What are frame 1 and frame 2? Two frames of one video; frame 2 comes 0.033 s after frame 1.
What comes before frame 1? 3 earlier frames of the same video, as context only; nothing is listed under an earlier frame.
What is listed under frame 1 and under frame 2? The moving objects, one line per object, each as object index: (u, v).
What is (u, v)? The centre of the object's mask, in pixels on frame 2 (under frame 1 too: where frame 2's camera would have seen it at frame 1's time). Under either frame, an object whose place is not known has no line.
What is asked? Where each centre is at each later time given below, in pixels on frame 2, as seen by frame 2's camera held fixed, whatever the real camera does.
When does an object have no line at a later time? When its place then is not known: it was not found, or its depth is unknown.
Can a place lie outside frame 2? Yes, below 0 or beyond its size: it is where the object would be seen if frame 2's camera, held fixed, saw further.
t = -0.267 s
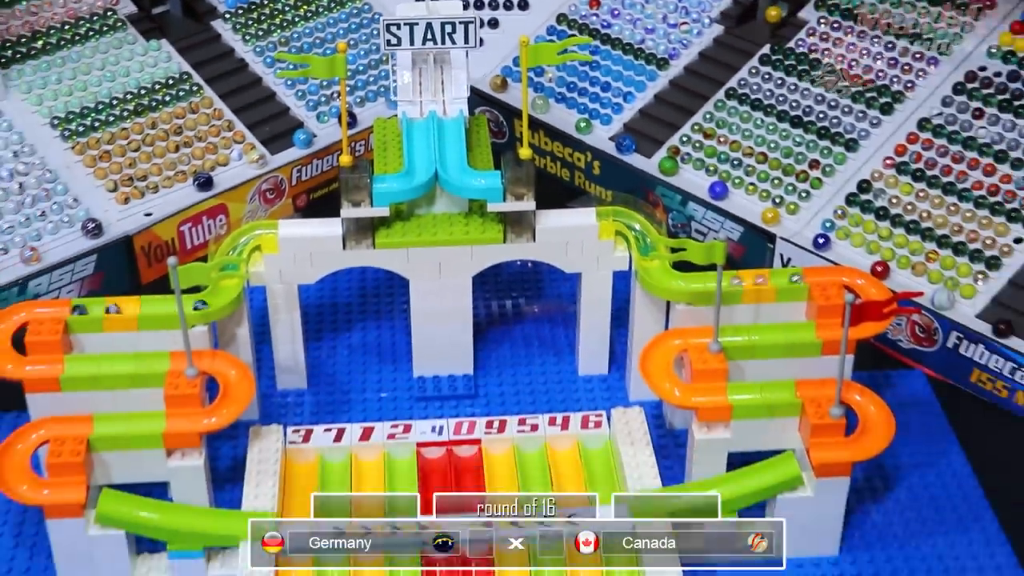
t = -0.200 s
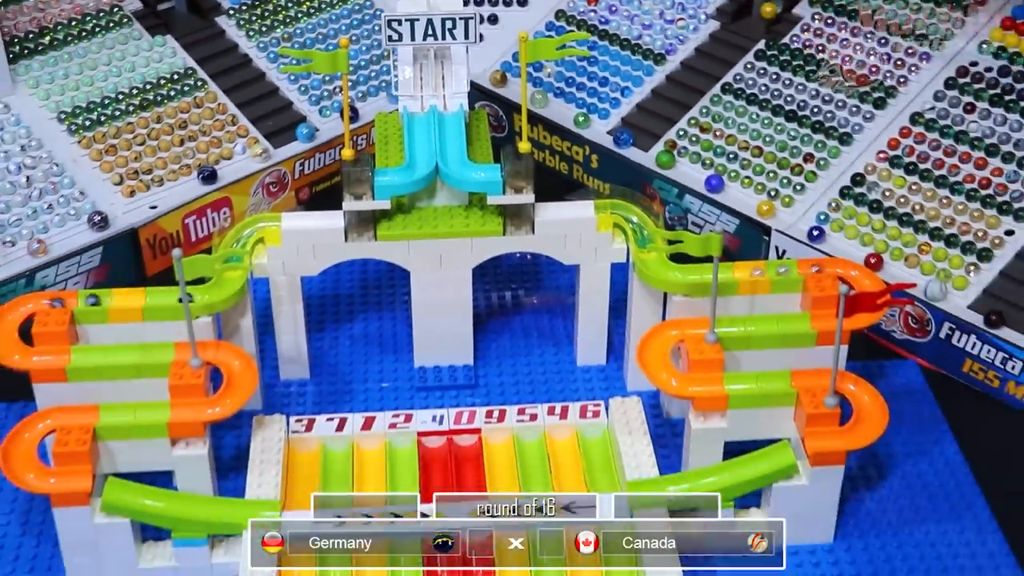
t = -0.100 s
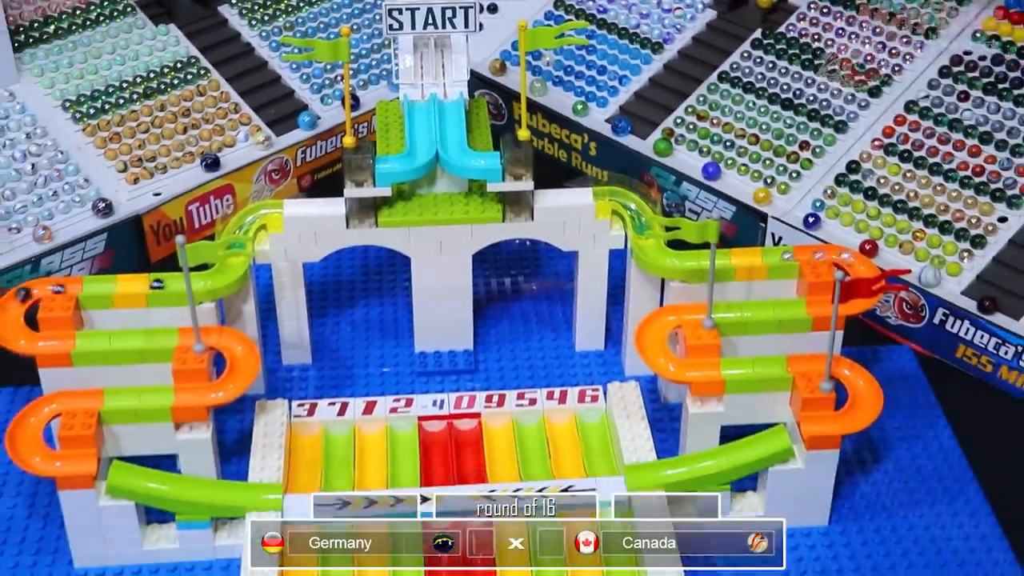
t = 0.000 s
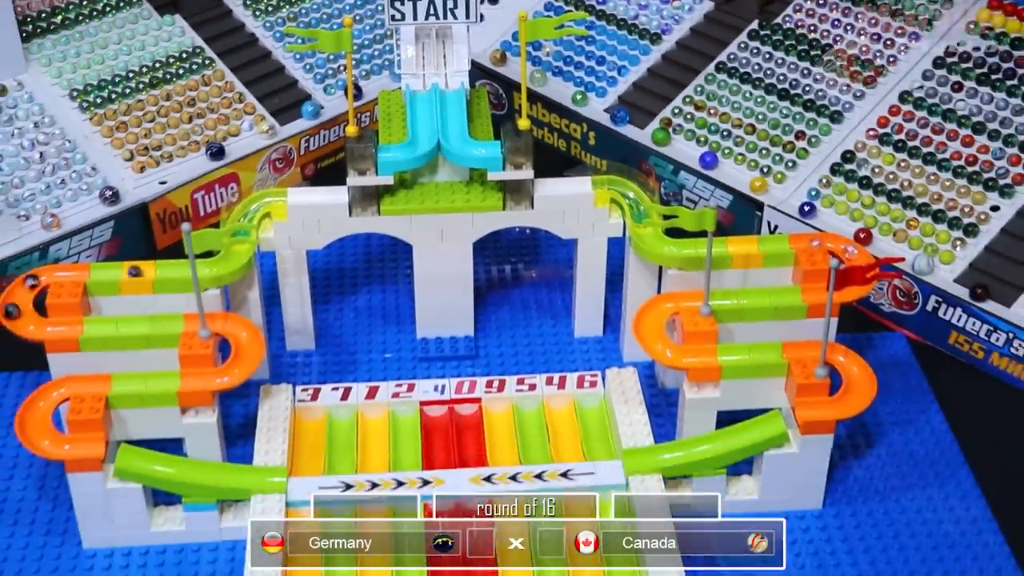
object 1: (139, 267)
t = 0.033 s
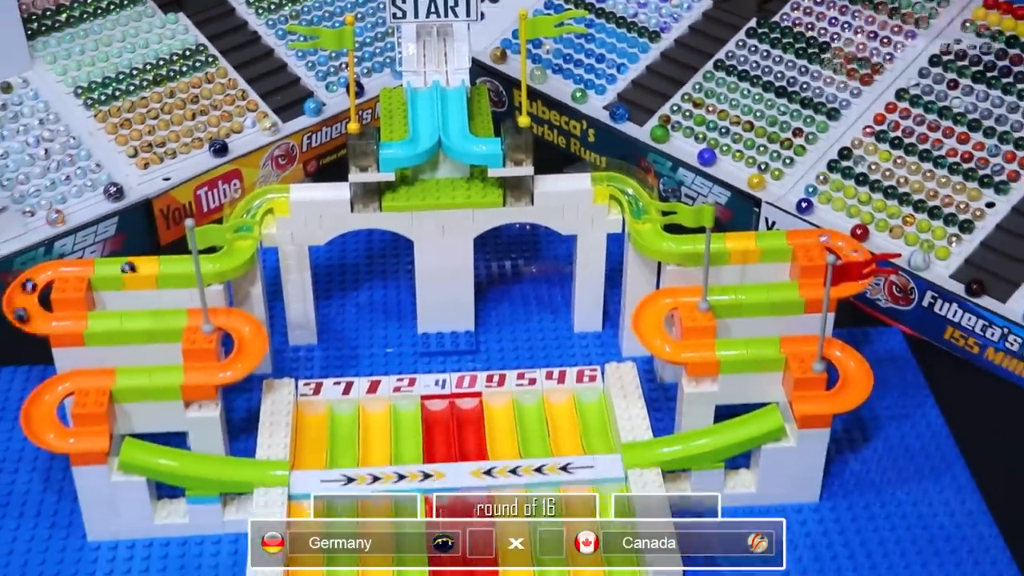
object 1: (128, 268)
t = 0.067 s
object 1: (118, 268)
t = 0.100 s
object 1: (108, 269)
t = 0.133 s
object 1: (99, 269)
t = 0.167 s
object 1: (90, 269)
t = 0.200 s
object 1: (80, 269)
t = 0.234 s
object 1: (71, 271)
